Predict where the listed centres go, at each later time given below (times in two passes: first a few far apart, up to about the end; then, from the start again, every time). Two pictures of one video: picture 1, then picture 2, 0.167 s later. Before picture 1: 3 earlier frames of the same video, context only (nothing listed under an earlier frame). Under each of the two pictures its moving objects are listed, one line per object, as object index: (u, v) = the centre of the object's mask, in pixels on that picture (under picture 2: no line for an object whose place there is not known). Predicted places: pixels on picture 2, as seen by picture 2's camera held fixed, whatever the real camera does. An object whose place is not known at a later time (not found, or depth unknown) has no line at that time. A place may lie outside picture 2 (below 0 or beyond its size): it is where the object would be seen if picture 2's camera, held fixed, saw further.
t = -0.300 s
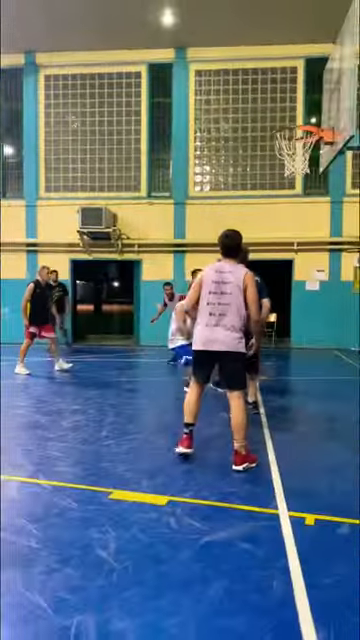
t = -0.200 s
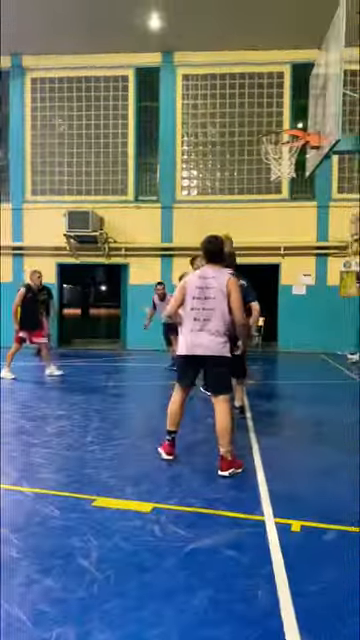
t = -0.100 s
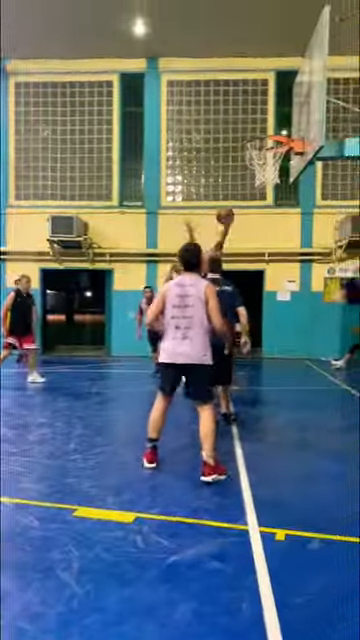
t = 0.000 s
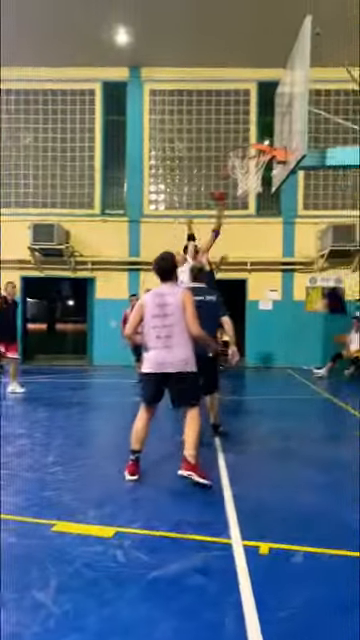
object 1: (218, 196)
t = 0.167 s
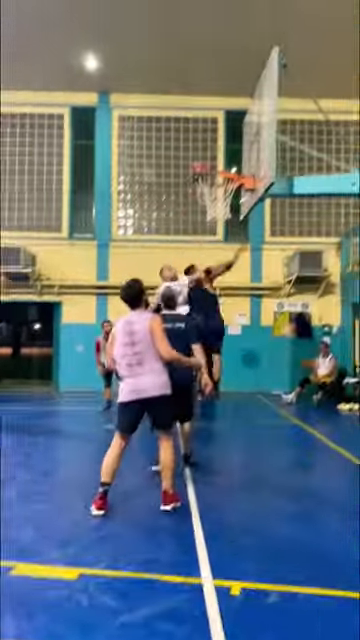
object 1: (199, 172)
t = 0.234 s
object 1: (205, 163)
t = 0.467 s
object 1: (224, 144)
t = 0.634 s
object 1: (238, 159)
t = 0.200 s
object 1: (202, 165)
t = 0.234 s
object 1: (205, 163)
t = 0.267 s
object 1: (207, 153)
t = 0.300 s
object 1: (210, 151)
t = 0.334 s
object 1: (212, 148)
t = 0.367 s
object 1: (214, 147)
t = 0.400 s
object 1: (215, 144)
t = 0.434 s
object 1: (223, 145)
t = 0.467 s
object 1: (224, 144)
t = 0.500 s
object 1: (227, 145)
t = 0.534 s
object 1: (229, 146)
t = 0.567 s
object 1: (232, 147)
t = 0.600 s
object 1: (236, 152)
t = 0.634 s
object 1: (238, 159)
